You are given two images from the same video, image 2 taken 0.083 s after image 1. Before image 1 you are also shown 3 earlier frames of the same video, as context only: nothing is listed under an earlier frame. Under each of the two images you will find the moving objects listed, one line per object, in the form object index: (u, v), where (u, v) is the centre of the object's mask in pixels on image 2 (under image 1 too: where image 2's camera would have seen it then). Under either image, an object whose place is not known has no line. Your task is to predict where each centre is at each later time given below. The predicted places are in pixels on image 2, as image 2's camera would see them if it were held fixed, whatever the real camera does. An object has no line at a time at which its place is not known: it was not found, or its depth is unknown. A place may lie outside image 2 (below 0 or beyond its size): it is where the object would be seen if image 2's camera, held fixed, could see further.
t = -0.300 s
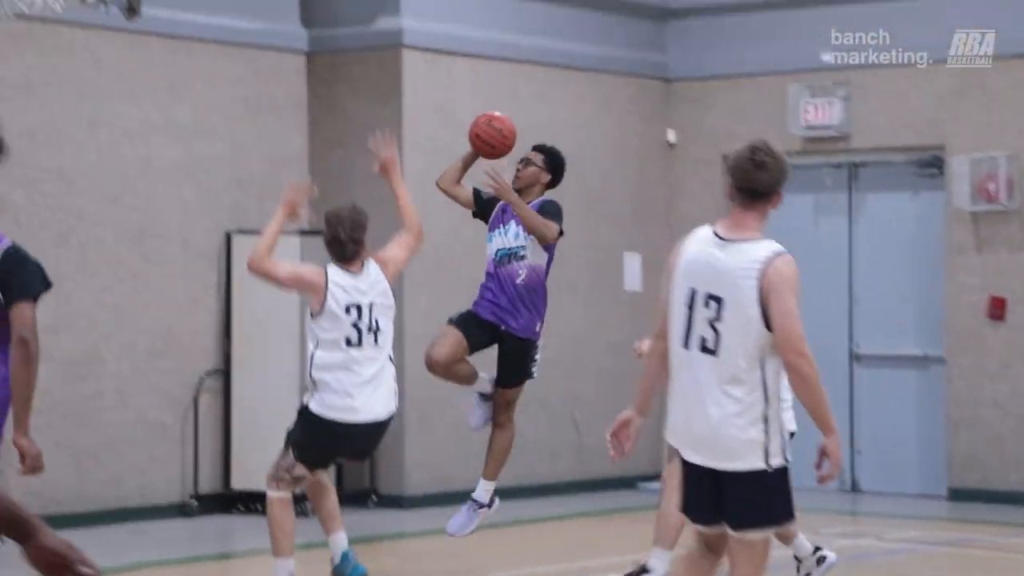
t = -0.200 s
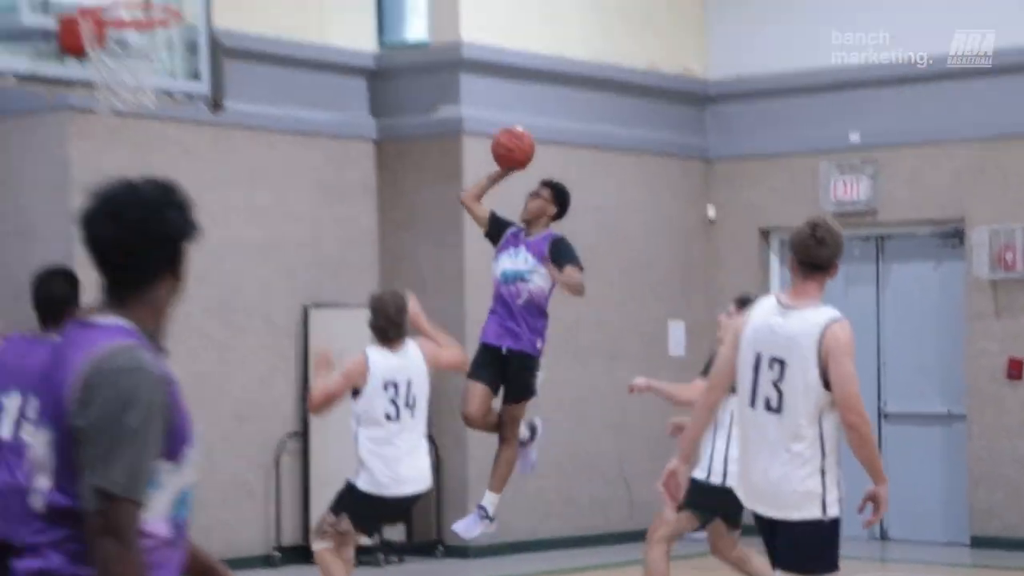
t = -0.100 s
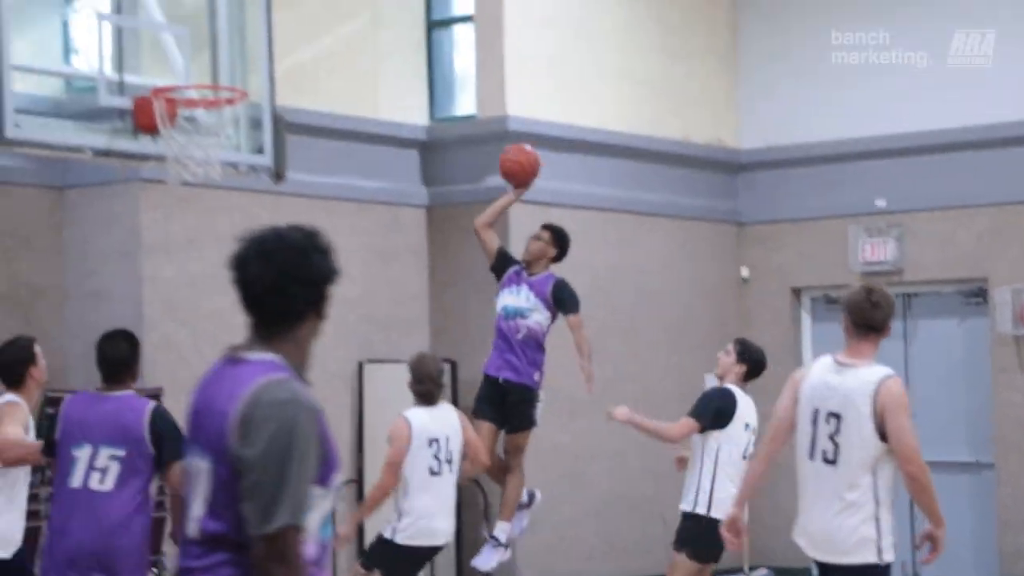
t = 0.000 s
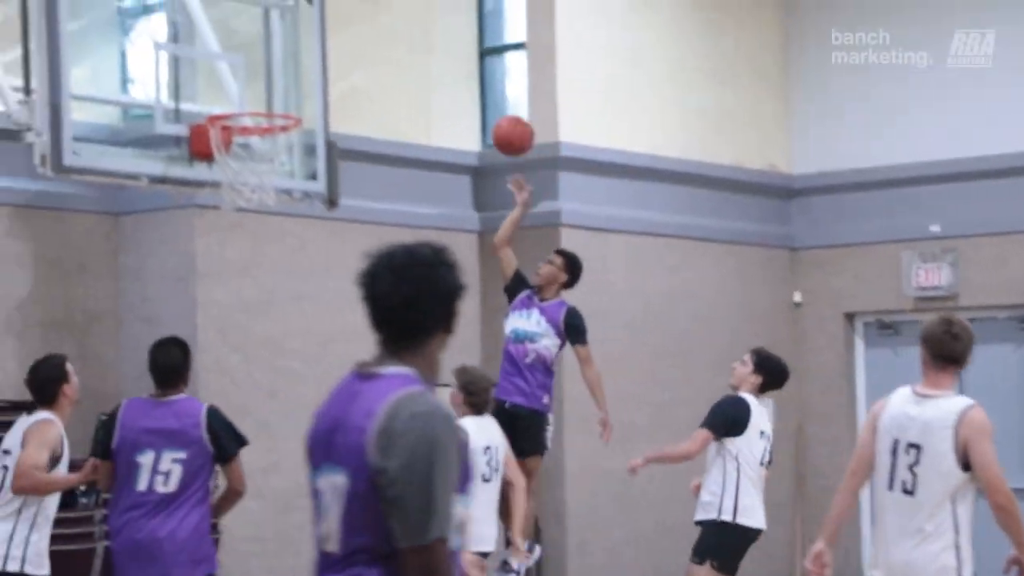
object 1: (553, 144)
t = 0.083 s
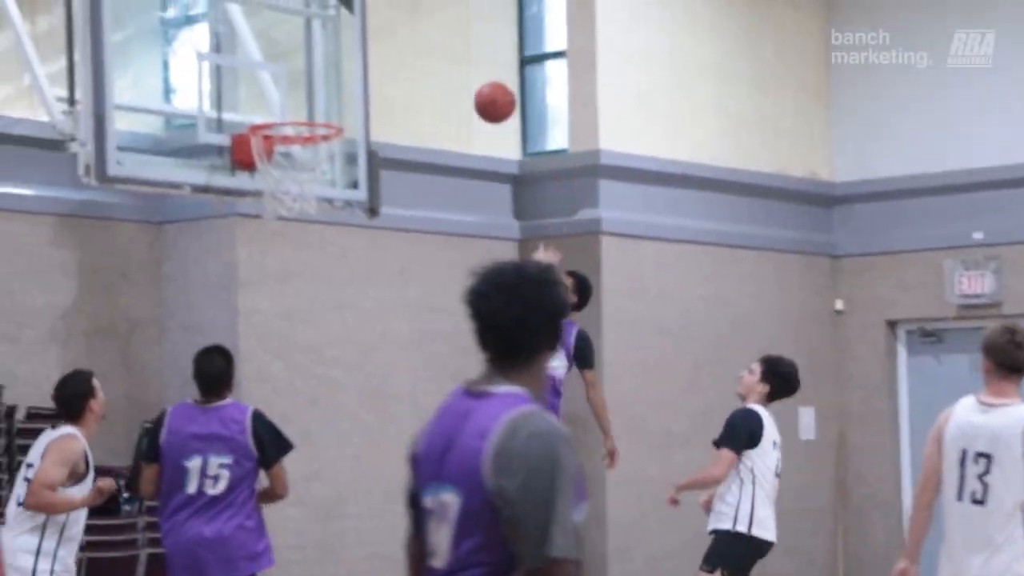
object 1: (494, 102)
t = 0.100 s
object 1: (483, 95)
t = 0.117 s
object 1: (471, 88)
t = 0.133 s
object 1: (459, 82)
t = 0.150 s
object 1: (447, 76)
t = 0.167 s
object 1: (435, 72)
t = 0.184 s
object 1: (423, 68)
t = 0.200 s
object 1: (410, 64)
